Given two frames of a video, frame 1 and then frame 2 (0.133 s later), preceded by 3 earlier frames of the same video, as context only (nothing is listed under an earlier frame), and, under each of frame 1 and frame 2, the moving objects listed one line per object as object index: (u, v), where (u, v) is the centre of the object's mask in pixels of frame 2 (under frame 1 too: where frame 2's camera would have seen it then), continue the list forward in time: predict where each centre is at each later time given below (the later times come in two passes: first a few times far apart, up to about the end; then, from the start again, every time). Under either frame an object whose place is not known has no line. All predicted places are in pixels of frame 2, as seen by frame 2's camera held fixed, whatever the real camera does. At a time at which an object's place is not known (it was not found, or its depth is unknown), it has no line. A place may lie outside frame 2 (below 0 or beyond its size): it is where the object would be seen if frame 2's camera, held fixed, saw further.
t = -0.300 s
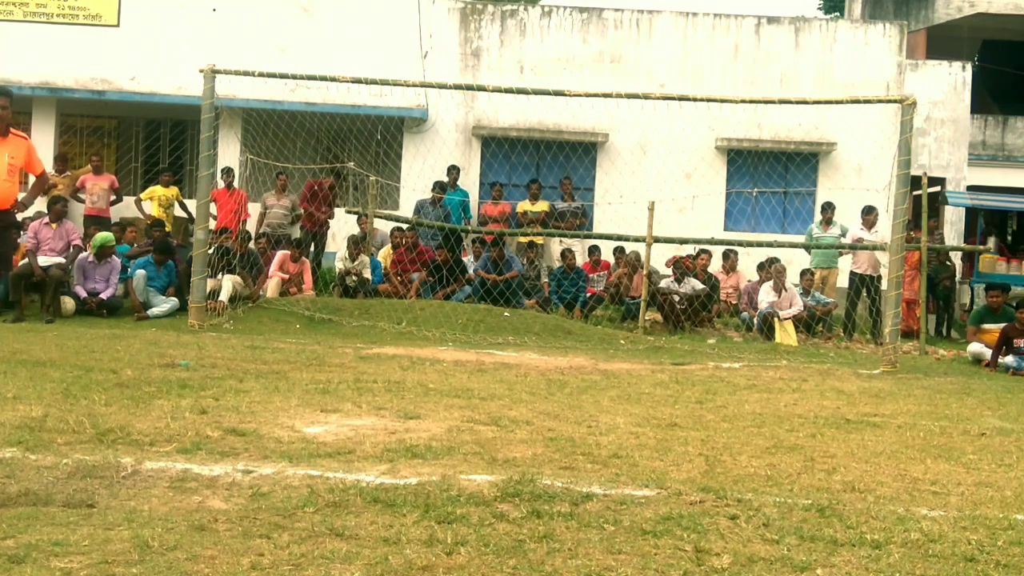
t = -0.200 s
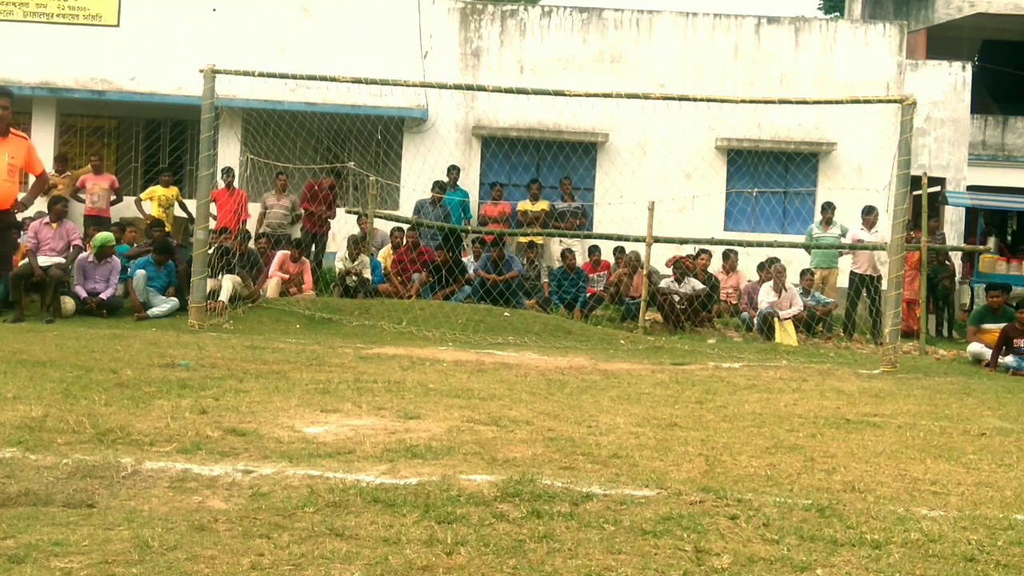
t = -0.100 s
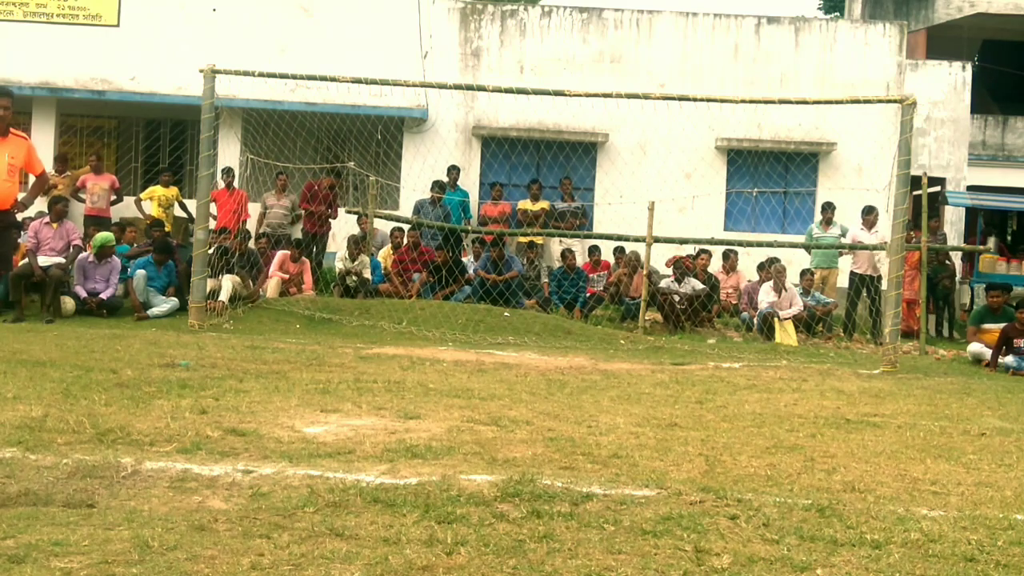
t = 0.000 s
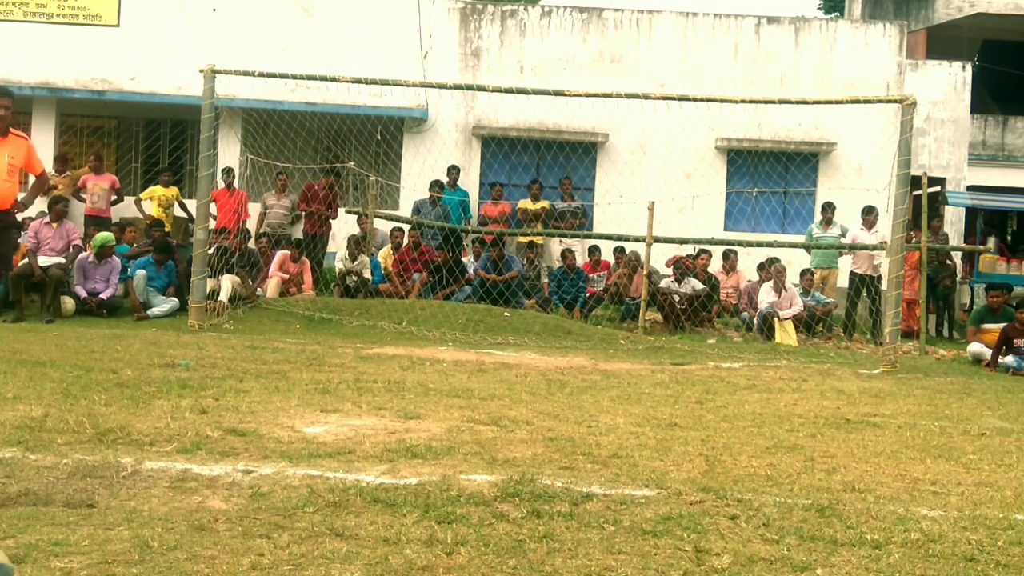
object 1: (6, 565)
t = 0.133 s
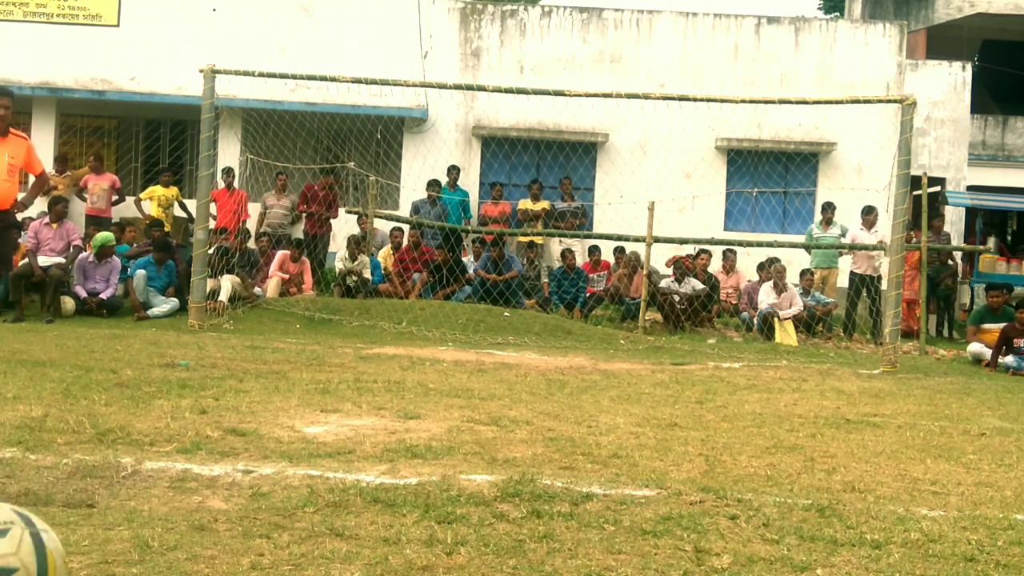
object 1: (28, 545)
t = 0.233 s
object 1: (42, 536)
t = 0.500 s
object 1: (73, 523)
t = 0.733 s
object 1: (119, 513)
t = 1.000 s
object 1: (156, 486)
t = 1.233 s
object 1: (181, 478)
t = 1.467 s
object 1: (198, 467)
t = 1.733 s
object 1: (210, 462)
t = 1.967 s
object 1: (221, 454)
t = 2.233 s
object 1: (224, 448)
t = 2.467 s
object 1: (235, 441)
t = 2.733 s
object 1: (252, 435)
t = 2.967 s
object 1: (267, 431)
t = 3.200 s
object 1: (277, 426)
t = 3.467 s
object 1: (275, 423)
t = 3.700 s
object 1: (272, 419)
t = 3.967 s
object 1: (267, 415)
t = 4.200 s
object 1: (261, 413)
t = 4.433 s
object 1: (250, 413)
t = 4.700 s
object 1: (227, 414)
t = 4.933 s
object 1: (210, 412)
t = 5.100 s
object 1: (205, 410)
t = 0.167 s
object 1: (34, 540)
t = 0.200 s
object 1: (37, 539)
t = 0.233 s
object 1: (42, 536)
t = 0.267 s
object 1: (46, 534)
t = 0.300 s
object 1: (49, 530)
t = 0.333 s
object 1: (53, 527)
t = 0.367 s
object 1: (56, 527)
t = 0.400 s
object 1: (59, 529)
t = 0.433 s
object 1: (62, 527)
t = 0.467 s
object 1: (66, 526)
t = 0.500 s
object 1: (73, 523)
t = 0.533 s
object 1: (79, 523)
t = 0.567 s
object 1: (86, 520)
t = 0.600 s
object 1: (93, 518)
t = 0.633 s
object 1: (100, 516)
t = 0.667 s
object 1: (107, 513)
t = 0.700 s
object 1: (113, 511)
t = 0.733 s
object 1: (119, 513)
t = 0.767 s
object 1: (125, 509)
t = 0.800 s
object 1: (130, 505)
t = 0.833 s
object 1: (134, 501)
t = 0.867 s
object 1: (138, 498)
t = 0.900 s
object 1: (143, 494)
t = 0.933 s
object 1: (147, 494)
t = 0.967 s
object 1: (152, 490)
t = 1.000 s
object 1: (156, 486)
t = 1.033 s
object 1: (160, 487)
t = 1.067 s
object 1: (164, 487)
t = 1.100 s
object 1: (168, 485)
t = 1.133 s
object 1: (171, 486)
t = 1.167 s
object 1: (174, 483)
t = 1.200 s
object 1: (177, 482)
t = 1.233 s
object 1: (181, 478)
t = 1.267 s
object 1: (184, 477)
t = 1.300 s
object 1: (187, 477)
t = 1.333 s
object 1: (190, 476)
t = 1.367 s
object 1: (192, 474)
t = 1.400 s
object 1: (194, 471)
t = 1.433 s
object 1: (196, 471)
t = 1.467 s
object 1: (198, 467)
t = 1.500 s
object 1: (200, 467)
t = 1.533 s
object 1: (202, 468)
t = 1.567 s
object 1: (204, 465)
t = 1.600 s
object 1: (205, 465)
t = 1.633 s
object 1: (207, 463)
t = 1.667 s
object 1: (208, 464)
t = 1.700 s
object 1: (209, 464)
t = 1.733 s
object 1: (210, 462)
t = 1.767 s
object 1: (212, 461)
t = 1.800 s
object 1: (213, 461)
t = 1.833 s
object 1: (215, 458)
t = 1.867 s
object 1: (217, 457)
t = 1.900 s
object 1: (219, 456)
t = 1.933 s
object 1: (220, 455)
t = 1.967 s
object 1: (221, 454)
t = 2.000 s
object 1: (222, 454)
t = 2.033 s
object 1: (222, 454)
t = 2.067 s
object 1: (222, 452)
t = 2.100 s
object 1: (222, 454)
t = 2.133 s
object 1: (222, 453)
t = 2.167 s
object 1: (223, 451)
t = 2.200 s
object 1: (223, 450)
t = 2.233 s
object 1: (224, 448)
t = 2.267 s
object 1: (225, 446)
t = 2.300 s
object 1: (227, 448)
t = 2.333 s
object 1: (227, 447)
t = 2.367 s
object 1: (229, 447)
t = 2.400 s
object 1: (230, 448)
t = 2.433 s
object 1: (232, 446)
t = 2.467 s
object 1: (235, 441)
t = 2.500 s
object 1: (237, 440)
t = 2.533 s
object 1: (240, 441)
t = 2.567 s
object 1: (242, 440)
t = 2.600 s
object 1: (245, 439)
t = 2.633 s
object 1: (247, 439)
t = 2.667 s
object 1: (249, 438)
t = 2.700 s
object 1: (250, 437)
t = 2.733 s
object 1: (252, 435)
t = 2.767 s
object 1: (254, 433)
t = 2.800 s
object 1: (256, 432)
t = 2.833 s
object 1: (259, 432)
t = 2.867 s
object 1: (261, 431)
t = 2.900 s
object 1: (263, 432)
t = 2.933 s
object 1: (265, 431)
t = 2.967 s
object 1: (267, 431)
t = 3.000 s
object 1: (270, 429)
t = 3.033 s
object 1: (272, 428)
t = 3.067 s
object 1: (273, 428)
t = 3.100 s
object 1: (274, 426)
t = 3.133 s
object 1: (276, 426)
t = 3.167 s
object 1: (277, 426)
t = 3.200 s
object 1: (277, 426)
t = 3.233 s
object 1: (277, 427)
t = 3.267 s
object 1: (278, 426)
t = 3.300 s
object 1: (278, 427)
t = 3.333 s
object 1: (277, 427)
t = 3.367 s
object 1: (277, 426)
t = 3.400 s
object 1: (277, 426)
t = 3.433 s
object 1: (276, 425)
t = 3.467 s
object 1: (275, 423)
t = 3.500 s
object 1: (274, 423)
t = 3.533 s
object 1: (274, 423)
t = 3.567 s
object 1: (273, 422)
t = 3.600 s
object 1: (273, 421)
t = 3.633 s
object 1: (272, 420)
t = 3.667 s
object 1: (272, 419)
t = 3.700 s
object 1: (272, 419)
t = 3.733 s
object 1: (271, 418)
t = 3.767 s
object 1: (271, 418)
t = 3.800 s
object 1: (270, 417)
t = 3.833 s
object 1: (269, 417)
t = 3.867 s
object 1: (269, 416)
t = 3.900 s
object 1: (268, 416)
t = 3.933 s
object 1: (268, 415)
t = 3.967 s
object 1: (267, 415)
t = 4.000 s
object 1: (266, 415)
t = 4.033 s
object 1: (265, 415)
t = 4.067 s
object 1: (264, 415)
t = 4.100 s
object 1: (263, 414)
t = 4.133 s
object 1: (262, 414)
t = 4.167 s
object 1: (261, 414)
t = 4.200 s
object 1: (261, 413)
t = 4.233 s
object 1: (260, 413)
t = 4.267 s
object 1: (258, 413)
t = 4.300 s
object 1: (257, 413)
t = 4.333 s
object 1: (256, 413)
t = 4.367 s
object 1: (254, 413)
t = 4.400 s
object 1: (252, 413)
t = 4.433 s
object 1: (250, 413)
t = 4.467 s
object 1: (248, 413)
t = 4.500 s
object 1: (245, 414)
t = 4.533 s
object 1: (242, 414)
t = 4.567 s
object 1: (240, 414)
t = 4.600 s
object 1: (237, 414)
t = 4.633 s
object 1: (234, 414)
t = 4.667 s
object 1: (230, 415)
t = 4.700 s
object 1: (227, 414)
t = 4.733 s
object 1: (224, 414)
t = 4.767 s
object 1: (221, 414)
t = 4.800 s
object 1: (218, 413)
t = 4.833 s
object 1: (216, 413)
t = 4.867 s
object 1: (214, 412)
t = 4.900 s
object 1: (212, 412)
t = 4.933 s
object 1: (210, 412)
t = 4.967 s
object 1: (209, 411)
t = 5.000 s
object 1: (208, 411)
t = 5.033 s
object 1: (207, 411)
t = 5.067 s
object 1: (207, 410)
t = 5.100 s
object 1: (205, 410)
